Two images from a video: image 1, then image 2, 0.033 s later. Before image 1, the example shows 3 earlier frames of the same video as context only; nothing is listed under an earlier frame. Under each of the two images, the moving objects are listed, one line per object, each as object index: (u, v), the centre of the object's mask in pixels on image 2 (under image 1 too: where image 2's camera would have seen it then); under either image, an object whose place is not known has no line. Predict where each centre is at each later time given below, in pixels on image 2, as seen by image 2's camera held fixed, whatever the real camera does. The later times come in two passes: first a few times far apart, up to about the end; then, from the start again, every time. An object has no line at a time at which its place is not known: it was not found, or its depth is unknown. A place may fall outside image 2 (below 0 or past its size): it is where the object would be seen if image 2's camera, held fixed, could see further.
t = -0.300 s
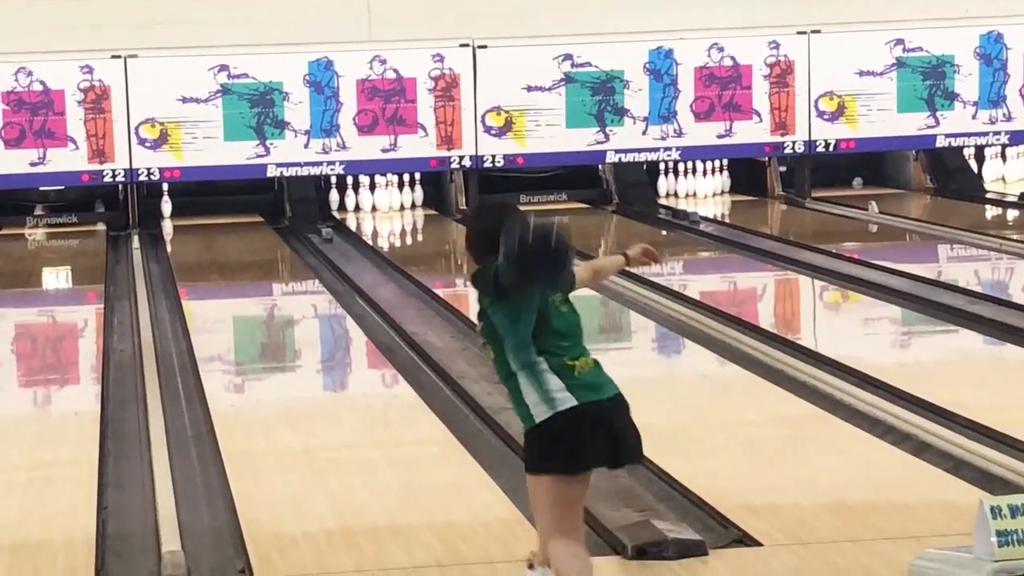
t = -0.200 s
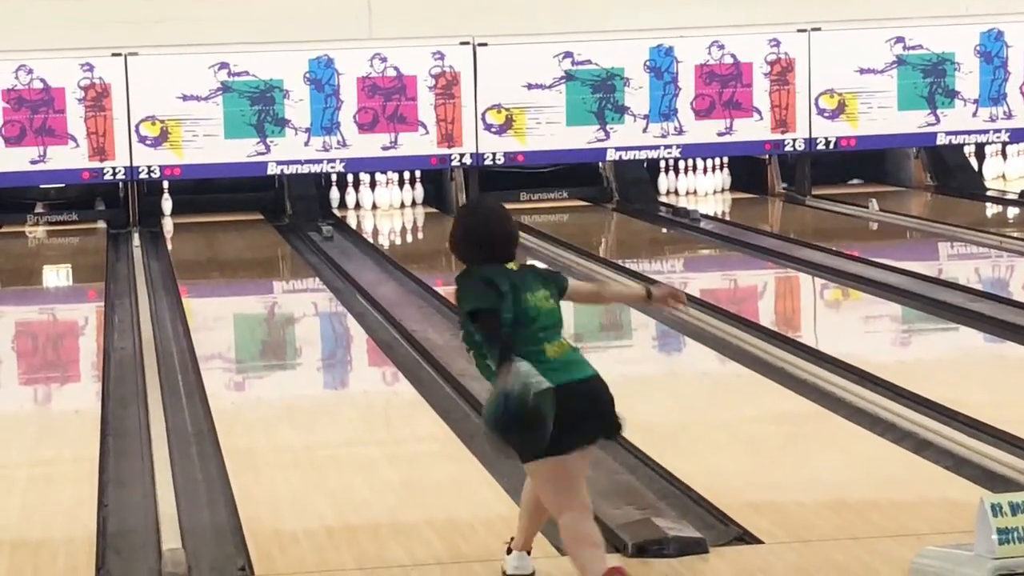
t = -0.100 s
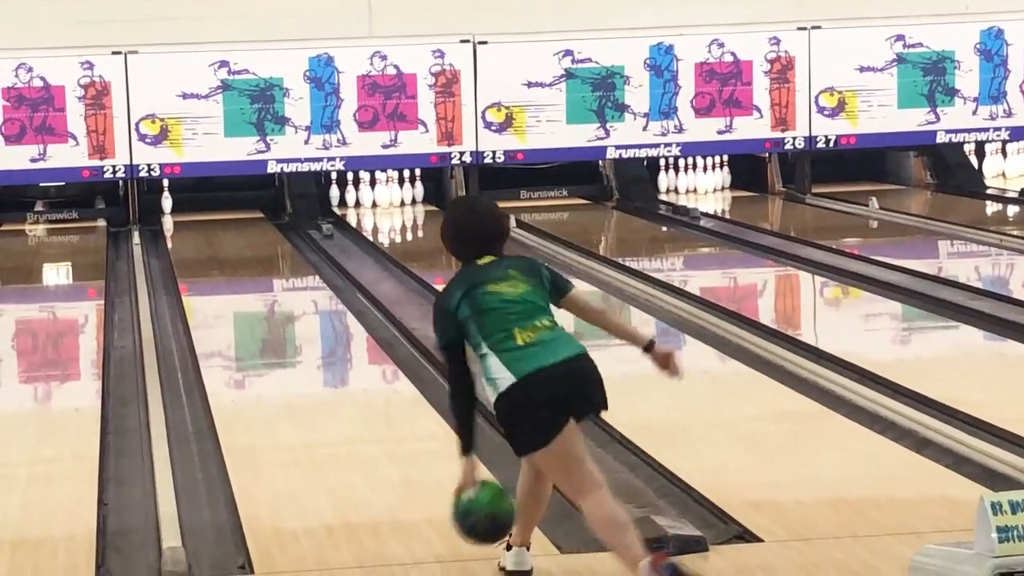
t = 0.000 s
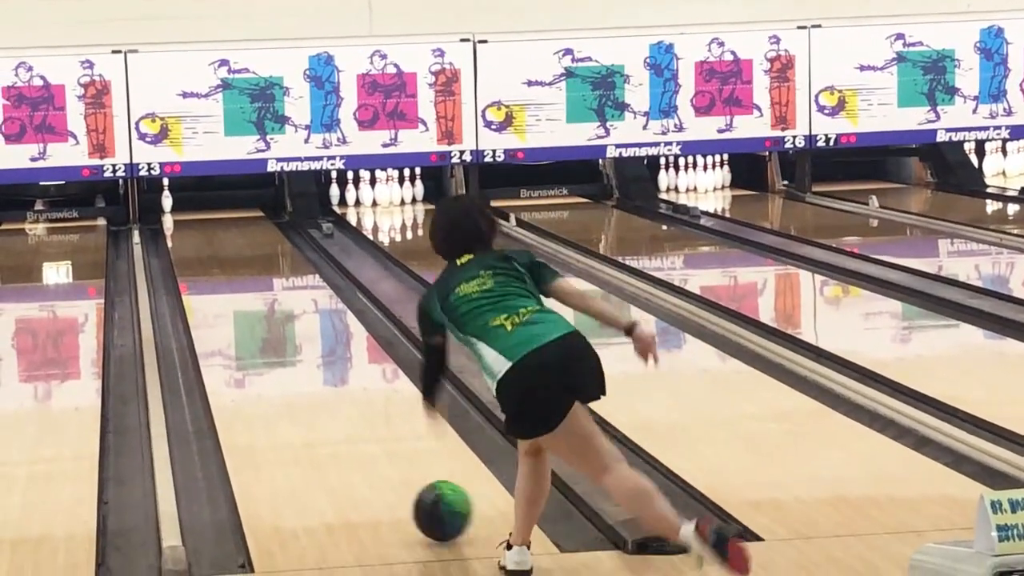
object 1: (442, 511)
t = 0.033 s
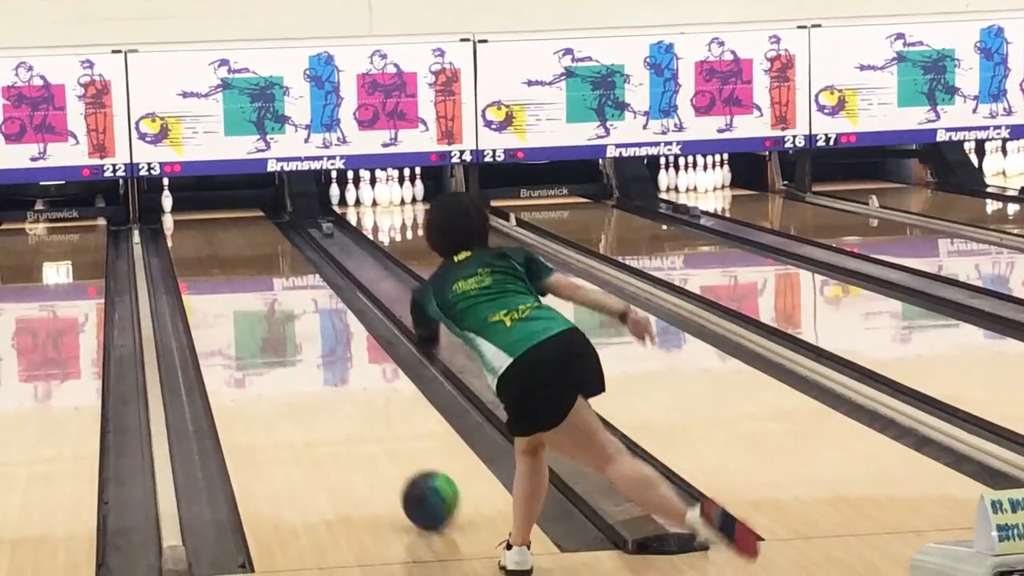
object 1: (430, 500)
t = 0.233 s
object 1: (369, 435)
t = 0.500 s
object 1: (312, 374)
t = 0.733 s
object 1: (275, 334)
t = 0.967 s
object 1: (247, 302)
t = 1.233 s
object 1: (222, 274)
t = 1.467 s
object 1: (204, 256)
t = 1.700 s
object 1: (190, 239)
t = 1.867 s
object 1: (182, 228)
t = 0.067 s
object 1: (419, 488)
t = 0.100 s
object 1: (408, 477)
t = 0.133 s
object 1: (397, 465)
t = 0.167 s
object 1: (388, 455)
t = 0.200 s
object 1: (378, 445)
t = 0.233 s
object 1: (369, 435)
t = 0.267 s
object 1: (361, 426)
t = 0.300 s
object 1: (353, 418)
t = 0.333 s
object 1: (345, 410)
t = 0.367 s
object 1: (338, 402)
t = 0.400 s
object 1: (331, 394)
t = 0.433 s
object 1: (324, 387)
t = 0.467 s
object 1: (318, 380)
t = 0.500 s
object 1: (312, 374)
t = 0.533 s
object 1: (306, 367)
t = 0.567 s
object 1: (300, 361)
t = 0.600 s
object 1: (294, 355)
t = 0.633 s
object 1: (289, 349)
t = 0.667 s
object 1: (284, 344)
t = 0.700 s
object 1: (280, 339)
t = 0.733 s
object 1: (275, 334)
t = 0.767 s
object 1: (271, 329)
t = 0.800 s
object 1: (266, 324)
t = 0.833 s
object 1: (262, 320)
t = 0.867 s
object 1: (258, 315)
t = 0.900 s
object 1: (254, 311)
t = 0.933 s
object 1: (250, 307)
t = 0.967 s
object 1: (247, 302)
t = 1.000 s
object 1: (243, 298)
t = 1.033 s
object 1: (240, 295)
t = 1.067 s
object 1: (236, 291)
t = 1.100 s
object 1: (233, 288)
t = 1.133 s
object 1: (230, 284)
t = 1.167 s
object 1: (227, 281)
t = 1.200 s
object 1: (224, 278)
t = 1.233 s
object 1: (222, 274)
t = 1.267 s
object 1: (219, 271)
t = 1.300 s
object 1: (216, 268)
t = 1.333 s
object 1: (214, 266)
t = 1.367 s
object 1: (212, 263)
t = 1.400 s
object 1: (209, 261)
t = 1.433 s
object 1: (207, 258)
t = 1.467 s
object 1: (204, 256)
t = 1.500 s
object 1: (202, 253)
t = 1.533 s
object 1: (199, 251)
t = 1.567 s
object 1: (198, 247)
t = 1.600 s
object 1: (195, 245)
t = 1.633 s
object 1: (193, 243)
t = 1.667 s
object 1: (192, 241)
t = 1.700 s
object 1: (190, 239)
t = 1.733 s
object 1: (188, 237)
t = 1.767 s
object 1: (186, 234)
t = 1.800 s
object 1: (185, 232)
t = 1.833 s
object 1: (183, 230)
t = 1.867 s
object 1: (182, 228)
